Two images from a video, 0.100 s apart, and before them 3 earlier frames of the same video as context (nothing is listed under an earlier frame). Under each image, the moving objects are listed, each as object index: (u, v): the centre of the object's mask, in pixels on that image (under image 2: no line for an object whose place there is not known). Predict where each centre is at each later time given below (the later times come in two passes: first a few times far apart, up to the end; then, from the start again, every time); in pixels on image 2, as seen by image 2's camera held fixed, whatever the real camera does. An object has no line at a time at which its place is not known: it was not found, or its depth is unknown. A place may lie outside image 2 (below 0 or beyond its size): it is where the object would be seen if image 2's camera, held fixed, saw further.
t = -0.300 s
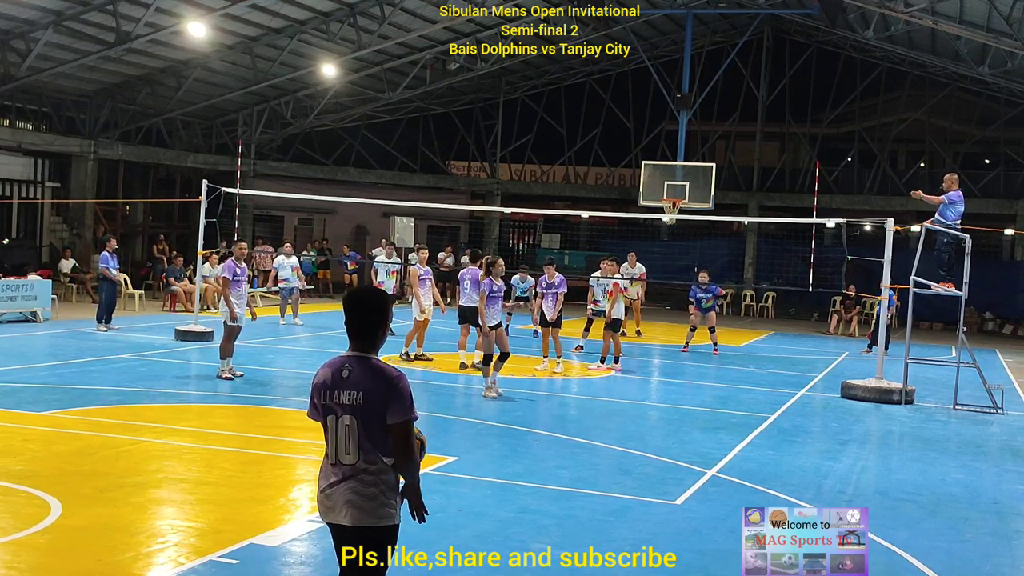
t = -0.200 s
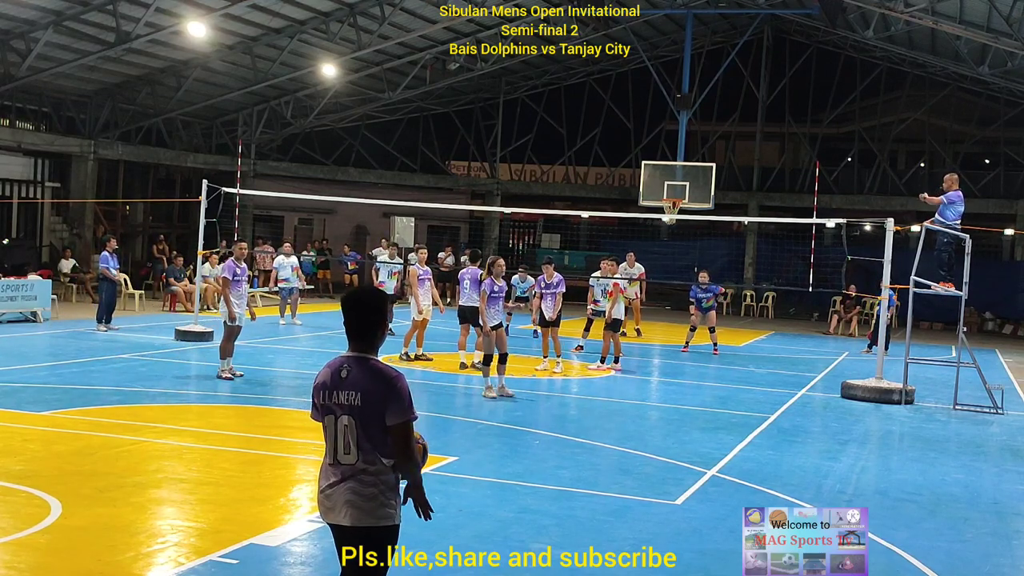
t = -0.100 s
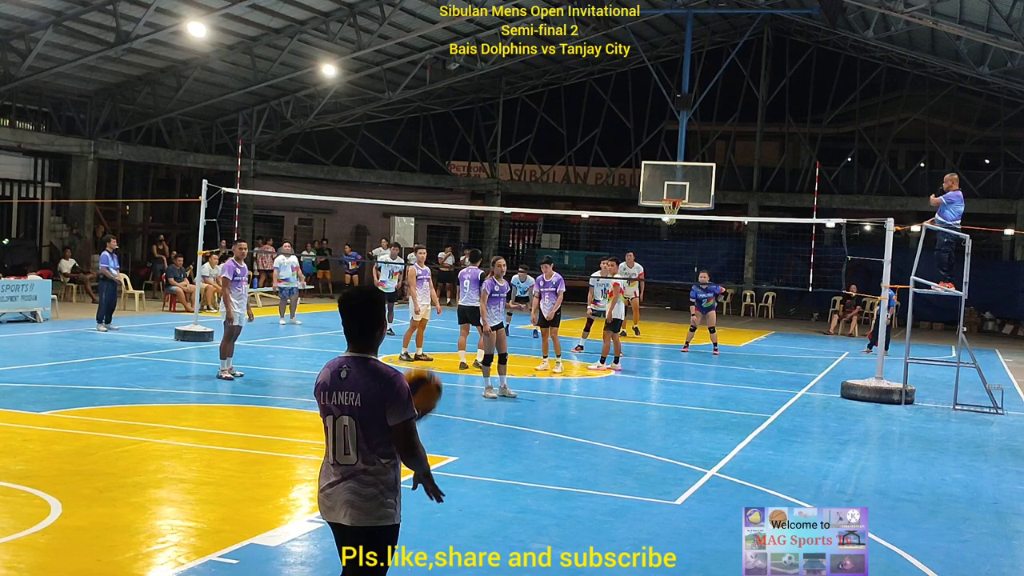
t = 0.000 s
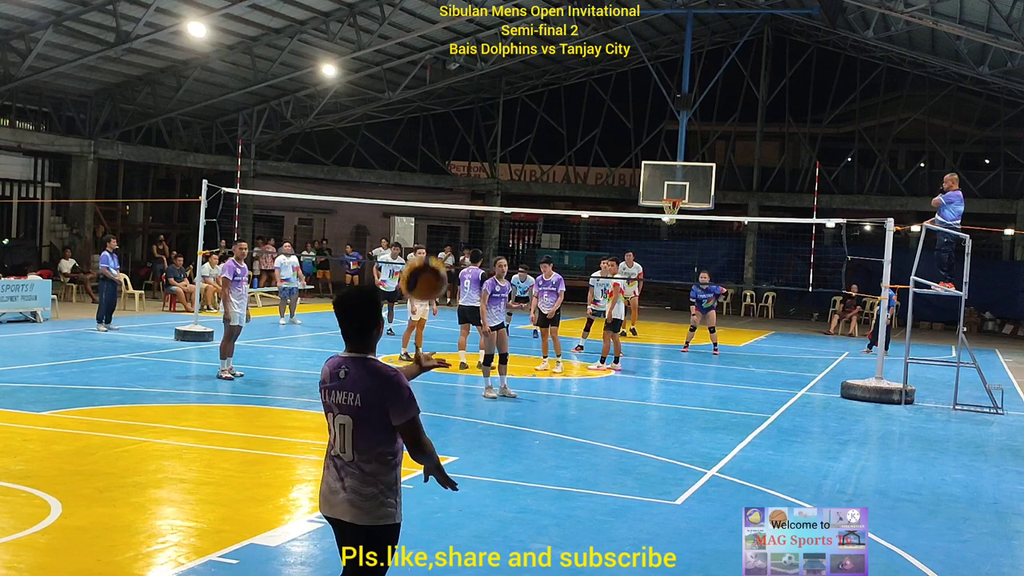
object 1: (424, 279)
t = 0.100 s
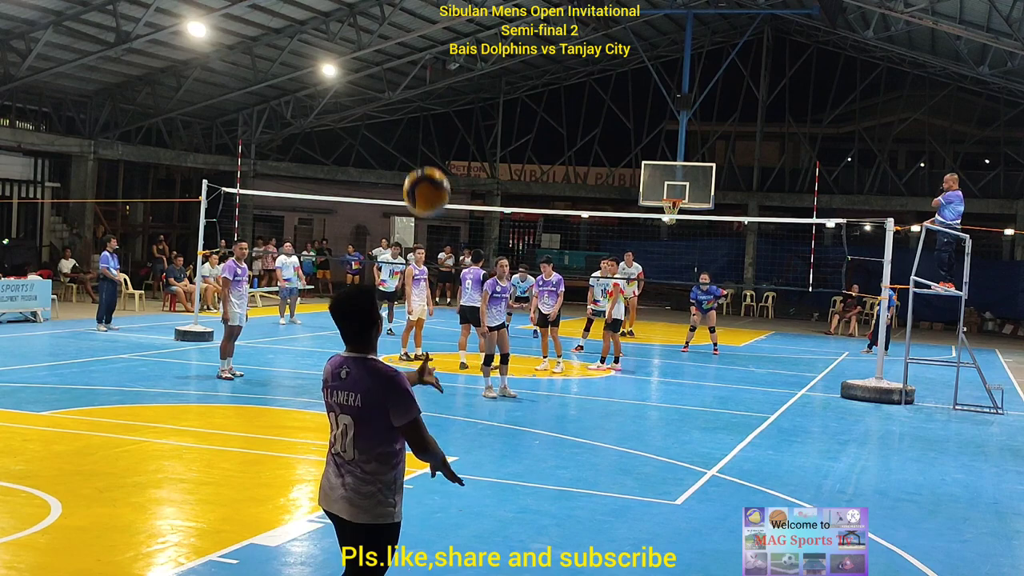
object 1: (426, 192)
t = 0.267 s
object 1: (427, 93)
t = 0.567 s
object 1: (422, 68)
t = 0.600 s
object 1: (421, 77)
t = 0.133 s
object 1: (427, 167)
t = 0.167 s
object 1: (427, 145)
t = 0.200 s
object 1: (428, 125)
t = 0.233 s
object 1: (428, 108)
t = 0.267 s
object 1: (427, 93)
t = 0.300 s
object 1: (428, 80)
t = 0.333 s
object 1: (427, 70)
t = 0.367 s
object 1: (427, 62)
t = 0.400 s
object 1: (426, 57)
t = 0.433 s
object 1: (426, 54)
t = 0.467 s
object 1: (425, 54)
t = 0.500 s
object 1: (424, 56)
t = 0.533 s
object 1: (423, 60)
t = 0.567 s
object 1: (422, 68)
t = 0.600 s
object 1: (421, 77)
